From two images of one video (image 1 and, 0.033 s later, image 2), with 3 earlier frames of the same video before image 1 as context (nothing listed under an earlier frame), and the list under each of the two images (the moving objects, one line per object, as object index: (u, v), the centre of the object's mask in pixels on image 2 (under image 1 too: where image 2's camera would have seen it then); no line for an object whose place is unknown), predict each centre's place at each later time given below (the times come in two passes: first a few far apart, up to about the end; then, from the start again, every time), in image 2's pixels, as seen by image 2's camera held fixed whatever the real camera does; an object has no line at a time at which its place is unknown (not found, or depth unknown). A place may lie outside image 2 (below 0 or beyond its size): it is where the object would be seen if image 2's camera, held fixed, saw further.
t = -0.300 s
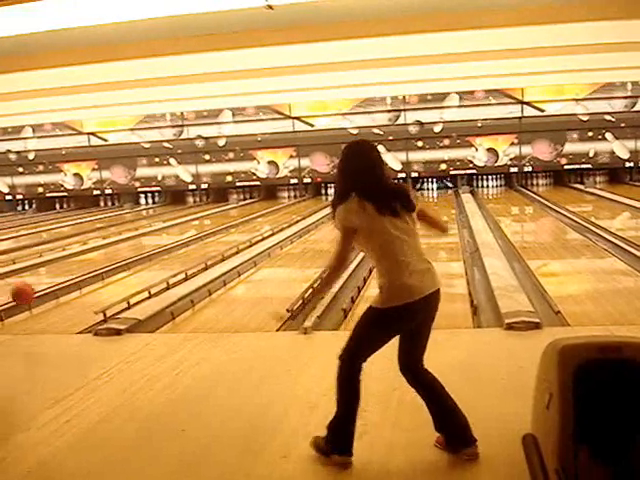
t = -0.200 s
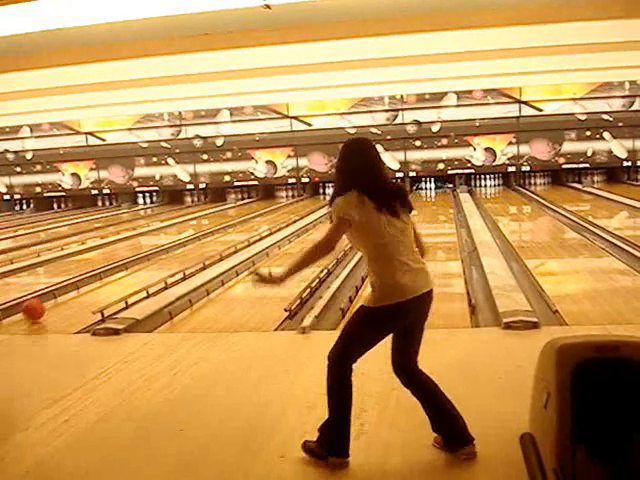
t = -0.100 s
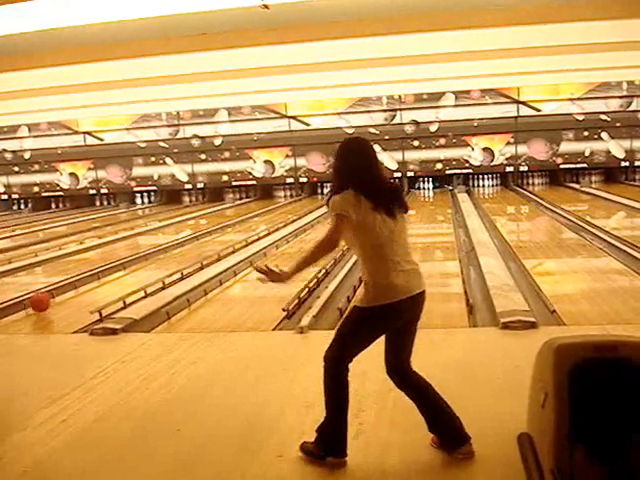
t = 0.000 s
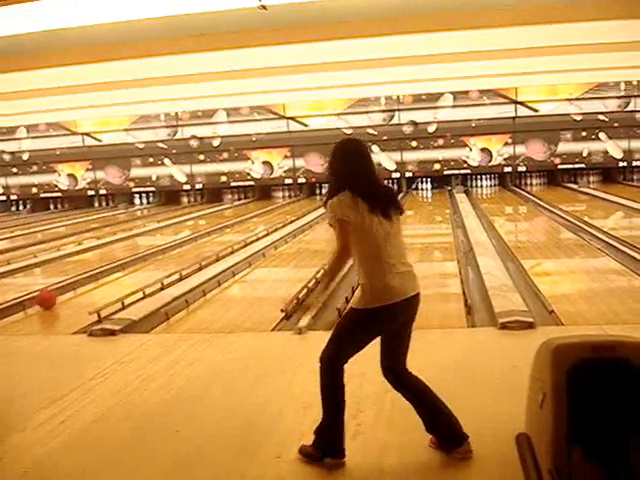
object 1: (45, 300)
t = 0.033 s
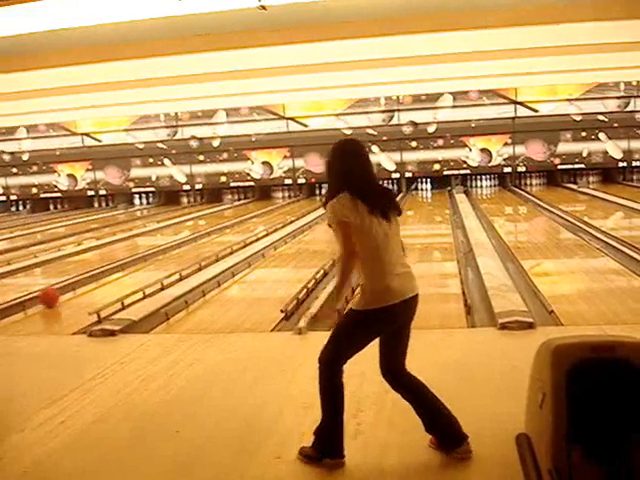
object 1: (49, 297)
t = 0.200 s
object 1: (60, 289)
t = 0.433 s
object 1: (96, 278)
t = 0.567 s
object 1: (111, 273)
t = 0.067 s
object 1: (50, 296)
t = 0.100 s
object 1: (52, 294)
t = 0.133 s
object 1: (56, 292)
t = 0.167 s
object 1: (57, 291)
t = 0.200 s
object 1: (60, 289)
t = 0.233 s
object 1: (64, 287)
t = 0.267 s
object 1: (70, 285)
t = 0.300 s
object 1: (75, 284)
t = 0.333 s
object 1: (80, 283)
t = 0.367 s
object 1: (84, 281)
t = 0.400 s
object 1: (90, 280)
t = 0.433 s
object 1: (96, 278)
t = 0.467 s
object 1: (100, 277)
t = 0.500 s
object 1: (102, 275)
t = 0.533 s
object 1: (105, 274)
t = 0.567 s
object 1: (111, 273)
